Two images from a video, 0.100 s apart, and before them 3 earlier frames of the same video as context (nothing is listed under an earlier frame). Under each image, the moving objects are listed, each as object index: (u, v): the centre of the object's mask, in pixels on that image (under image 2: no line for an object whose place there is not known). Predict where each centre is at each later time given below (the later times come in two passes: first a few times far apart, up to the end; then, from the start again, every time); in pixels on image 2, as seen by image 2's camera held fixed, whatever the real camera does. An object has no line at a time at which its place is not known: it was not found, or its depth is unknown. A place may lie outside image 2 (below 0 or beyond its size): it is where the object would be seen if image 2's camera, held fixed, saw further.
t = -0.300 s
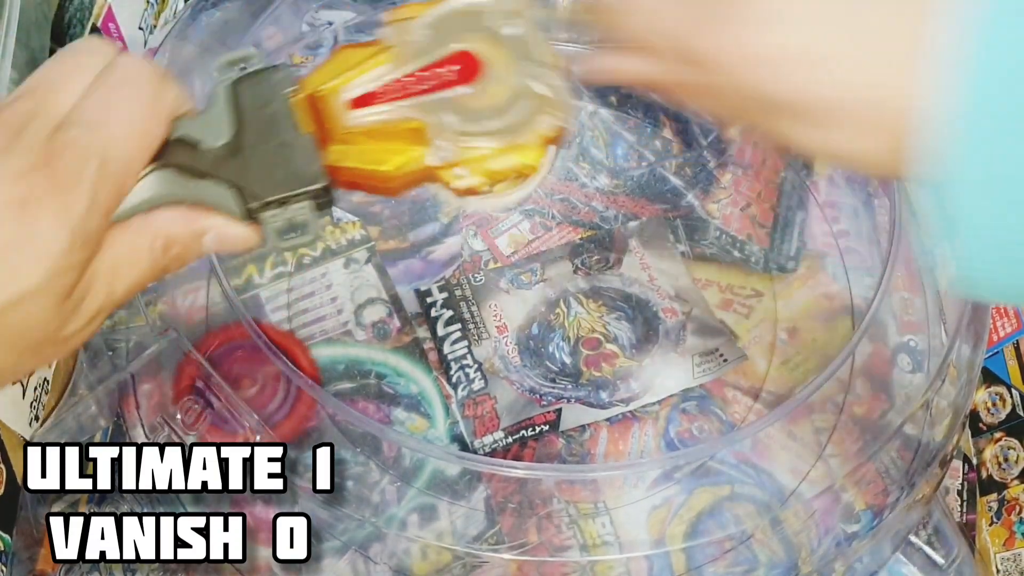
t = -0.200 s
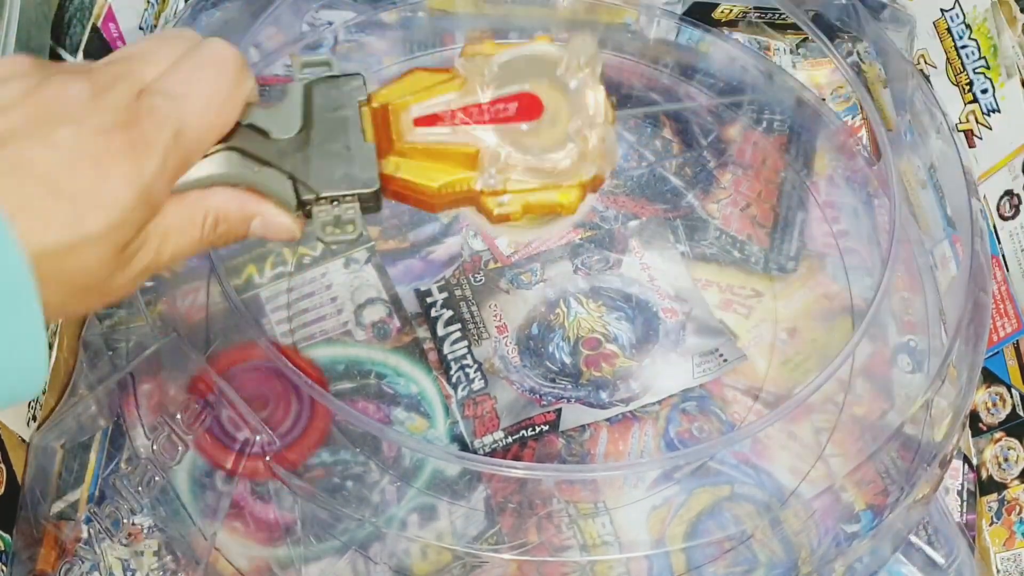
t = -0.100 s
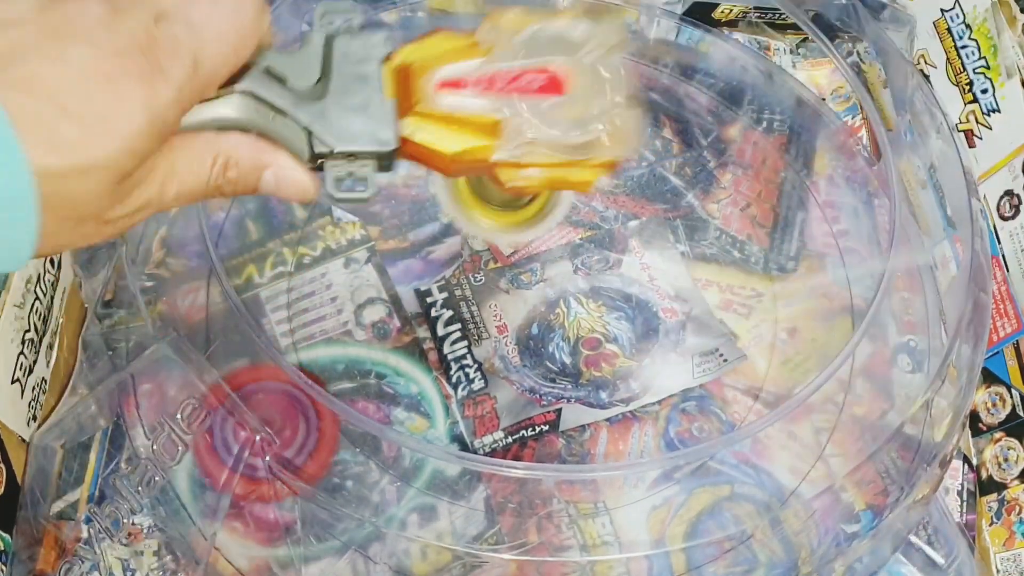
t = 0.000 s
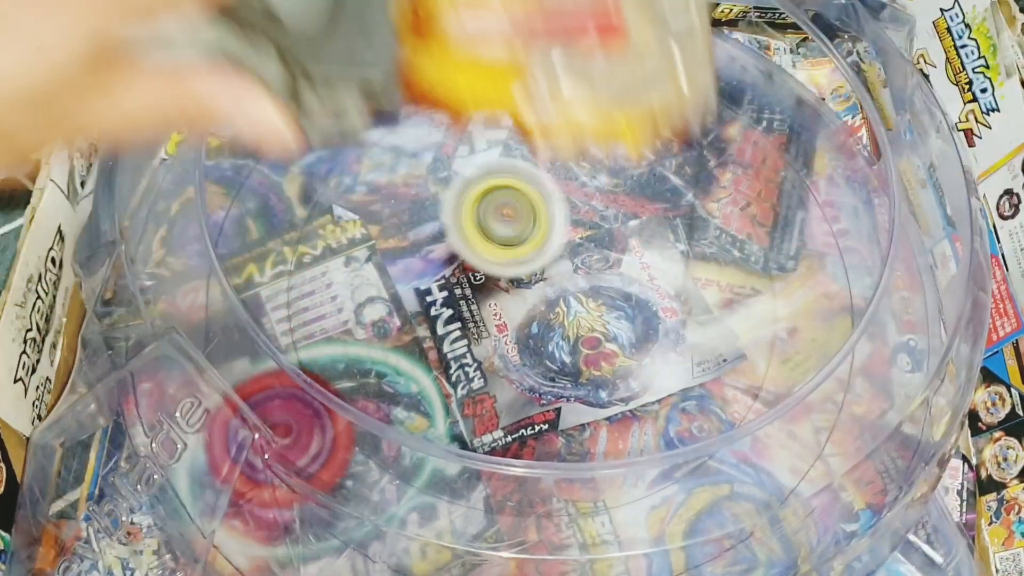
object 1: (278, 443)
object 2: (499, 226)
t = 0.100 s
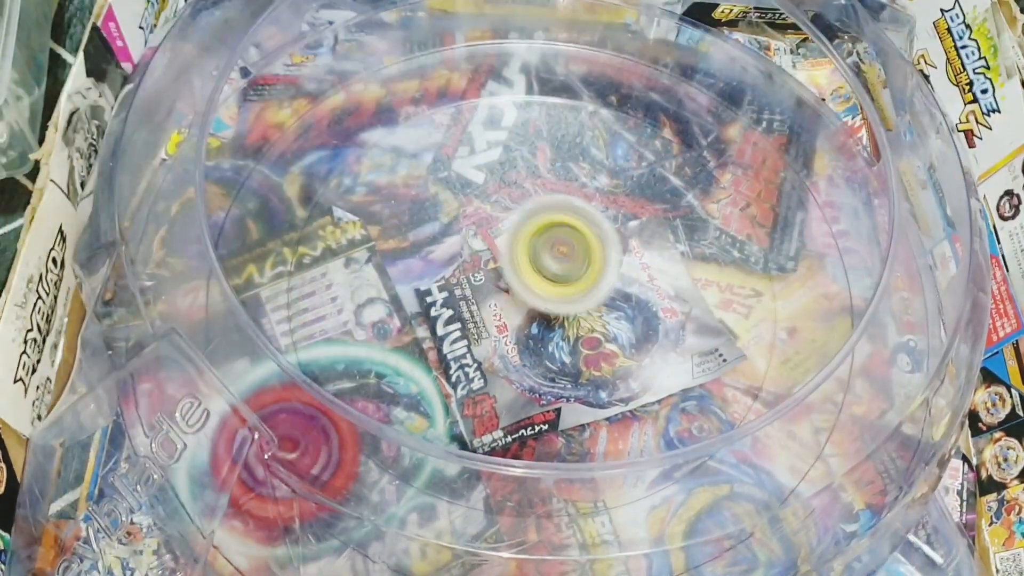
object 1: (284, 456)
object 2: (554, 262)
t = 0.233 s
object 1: (309, 472)
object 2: (618, 282)
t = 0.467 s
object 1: (352, 510)
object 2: (611, 271)
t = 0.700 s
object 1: (413, 525)
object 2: (528, 227)
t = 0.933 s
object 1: (478, 535)
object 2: (559, 262)
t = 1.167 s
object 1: (548, 537)
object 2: (628, 261)
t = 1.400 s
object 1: (623, 536)
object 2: (566, 195)
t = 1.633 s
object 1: (662, 527)
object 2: (494, 330)
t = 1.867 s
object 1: (732, 514)
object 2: (613, 388)
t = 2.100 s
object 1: (773, 483)
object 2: (683, 256)
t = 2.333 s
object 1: (816, 446)
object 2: (563, 129)
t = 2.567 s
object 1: (832, 381)
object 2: (417, 335)
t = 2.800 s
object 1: (841, 336)
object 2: (613, 483)
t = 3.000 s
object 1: (871, 268)
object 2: (694, 366)
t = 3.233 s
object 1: (898, 228)
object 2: (459, 250)
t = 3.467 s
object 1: (893, 255)
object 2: (453, 267)
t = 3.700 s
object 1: (896, 258)
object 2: (618, 353)
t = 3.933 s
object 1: (887, 258)
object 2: (618, 228)
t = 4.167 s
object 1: (868, 254)
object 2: (399, 241)
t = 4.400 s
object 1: (799, 256)
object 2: (496, 388)
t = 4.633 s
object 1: (828, 162)
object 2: (506, 425)
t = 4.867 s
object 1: (690, 87)
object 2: (288, 448)
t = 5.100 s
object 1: (600, 41)
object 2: (296, 400)
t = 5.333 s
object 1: (515, 33)
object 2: (270, 393)
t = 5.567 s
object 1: (460, 44)
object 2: (283, 379)
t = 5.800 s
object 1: (395, 52)
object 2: (264, 352)
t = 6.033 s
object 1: (350, 87)
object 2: (219, 306)
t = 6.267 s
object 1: (303, 118)
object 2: (218, 249)
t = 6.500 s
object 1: (333, 150)
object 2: (230, 232)
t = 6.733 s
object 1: (517, 202)
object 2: (229, 212)
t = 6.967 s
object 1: (643, 372)
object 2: (251, 176)
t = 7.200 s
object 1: (475, 470)
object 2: (275, 139)
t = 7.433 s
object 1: (364, 352)
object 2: (316, 100)
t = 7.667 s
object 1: (451, 198)
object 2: (362, 71)
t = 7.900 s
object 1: (708, 209)
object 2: (416, 56)
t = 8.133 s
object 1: (796, 372)
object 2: (474, 39)
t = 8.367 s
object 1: (784, 421)
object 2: (536, 36)
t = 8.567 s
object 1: (753, 408)
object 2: (589, 43)
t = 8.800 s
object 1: (619, 387)
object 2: (648, 59)
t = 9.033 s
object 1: (473, 283)
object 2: (705, 87)
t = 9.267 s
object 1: (550, 168)
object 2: (751, 123)
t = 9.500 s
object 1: (662, 196)
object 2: (794, 171)
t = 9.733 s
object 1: (630, 315)
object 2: (823, 227)
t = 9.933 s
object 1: (462, 330)
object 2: (834, 279)
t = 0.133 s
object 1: (289, 456)
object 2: (573, 273)
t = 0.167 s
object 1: (295, 459)
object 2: (590, 278)
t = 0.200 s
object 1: (300, 465)
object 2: (605, 280)
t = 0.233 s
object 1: (309, 472)
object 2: (618, 282)
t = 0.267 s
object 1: (310, 480)
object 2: (627, 283)
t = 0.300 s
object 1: (314, 484)
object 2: (631, 283)
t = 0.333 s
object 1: (322, 485)
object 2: (632, 282)
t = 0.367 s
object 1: (330, 489)
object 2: (631, 280)
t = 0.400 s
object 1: (337, 494)
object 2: (627, 278)
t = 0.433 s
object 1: (346, 504)
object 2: (620, 275)
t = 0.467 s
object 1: (352, 510)
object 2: (611, 271)
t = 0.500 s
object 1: (362, 512)
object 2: (600, 267)
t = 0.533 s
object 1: (369, 512)
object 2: (588, 260)
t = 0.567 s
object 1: (377, 516)
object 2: (575, 253)
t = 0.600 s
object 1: (387, 519)
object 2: (562, 246)
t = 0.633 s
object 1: (396, 524)
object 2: (549, 238)
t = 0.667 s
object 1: (405, 525)
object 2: (537, 231)
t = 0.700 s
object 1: (413, 525)
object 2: (528, 227)
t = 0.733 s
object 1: (422, 527)
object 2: (522, 224)
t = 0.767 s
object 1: (432, 529)
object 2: (520, 225)
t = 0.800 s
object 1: (442, 532)
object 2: (521, 231)
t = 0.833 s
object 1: (449, 532)
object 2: (525, 235)
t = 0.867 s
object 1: (457, 532)
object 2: (534, 245)
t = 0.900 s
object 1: (466, 533)
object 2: (546, 254)
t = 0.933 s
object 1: (478, 535)
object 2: (559, 262)
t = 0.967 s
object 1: (485, 535)
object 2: (572, 268)
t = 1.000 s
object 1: (493, 535)
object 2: (586, 272)
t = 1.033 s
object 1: (502, 534)
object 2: (598, 273)
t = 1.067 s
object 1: (513, 535)
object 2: (609, 273)
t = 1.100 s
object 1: (525, 536)
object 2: (619, 271)
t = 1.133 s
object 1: (537, 539)
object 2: (624, 267)
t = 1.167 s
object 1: (548, 537)
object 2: (628, 261)
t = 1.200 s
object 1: (558, 536)
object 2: (627, 252)
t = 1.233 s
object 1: (569, 536)
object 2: (624, 243)
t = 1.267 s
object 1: (582, 538)
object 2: (617, 230)
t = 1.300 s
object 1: (596, 540)
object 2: (608, 219)
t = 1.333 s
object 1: (600, 538)
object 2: (597, 209)
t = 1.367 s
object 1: (610, 536)
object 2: (583, 200)
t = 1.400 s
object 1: (623, 536)
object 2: (566, 195)
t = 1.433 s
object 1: (634, 534)
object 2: (549, 196)
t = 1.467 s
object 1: (642, 534)
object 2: (530, 202)
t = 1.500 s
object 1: (651, 534)
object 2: (513, 219)
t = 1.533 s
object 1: (655, 533)
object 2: (500, 239)
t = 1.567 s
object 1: (658, 530)
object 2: (491, 268)
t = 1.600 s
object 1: (660, 528)
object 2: (488, 299)
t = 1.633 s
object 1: (662, 527)
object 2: (494, 330)
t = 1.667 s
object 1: (669, 524)
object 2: (507, 357)
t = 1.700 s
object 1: (677, 522)
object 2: (522, 375)
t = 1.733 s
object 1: (685, 521)
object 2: (542, 390)
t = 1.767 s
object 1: (697, 519)
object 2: (560, 396)
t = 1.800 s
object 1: (708, 516)
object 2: (580, 398)
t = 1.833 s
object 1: (720, 515)
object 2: (598, 396)
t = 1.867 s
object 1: (732, 514)
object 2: (613, 388)
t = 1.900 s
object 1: (745, 512)
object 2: (632, 380)
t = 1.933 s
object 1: (750, 508)
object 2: (644, 367)
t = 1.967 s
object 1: (753, 502)
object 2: (657, 350)
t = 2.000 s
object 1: (756, 496)
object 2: (669, 328)
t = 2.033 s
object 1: (762, 491)
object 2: (680, 307)
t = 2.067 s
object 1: (768, 487)
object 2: (684, 283)
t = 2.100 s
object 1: (773, 483)
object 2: (683, 256)
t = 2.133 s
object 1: (779, 479)
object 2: (678, 228)
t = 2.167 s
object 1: (786, 473)
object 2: (670, 202)
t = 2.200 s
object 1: (796, 467)
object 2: (659, 178)
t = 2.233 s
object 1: (805, 463)
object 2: (640, 156)
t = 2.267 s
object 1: (810, 456)
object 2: (616, 140)
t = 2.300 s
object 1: (811, 452)
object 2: (590, 131)
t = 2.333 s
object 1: (816, 446)
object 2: (563, 129)
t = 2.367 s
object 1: (812, 431)
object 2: (534, 134)
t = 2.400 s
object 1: (816, 422)
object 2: (503, 149)
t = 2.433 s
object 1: (823, 413)
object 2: (475, 170)
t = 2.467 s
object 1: (830, 405)
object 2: (448, 203)
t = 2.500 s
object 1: (831, 400)
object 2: (427, 242)
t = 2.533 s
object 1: (831, 390)
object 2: (417, 288)
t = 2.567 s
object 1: (832, 381)
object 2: (417, 335)
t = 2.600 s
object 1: (835, 371)
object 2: (425, 377)
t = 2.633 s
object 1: (838, 362)
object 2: (447, 401)
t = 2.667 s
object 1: (840, 354)
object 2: (473, 438)
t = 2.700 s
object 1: (844, 347)
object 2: (509, 460)
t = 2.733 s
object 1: (848, 344)
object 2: (541, 478)
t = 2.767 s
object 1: (844, 341)
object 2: (578, 485)
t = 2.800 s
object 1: (841, 336)
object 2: (613, 483)
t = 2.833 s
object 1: (840, 330)
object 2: (651, 472)
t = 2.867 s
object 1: (837, 323)
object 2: (677, 448)
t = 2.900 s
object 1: (834, 314)
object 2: (696, 425)
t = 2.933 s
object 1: (836, 306)
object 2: (711, 396)
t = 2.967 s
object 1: (838, 297)
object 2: (730, 373)
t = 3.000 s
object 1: (871, 268)
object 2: (694, 366)
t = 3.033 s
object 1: (901, 241)
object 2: (650, 356)
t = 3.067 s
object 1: (903, 224)
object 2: (607, 342)
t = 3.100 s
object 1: (903, 207)
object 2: (572, 328)
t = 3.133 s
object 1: (906, 201)
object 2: (536, 308)
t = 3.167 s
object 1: (902, 210)
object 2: (505, 285)
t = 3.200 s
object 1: (900, 220)
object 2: (478, 266)
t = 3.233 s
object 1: (898, 228)
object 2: (459, 250)
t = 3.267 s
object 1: (897, 234)
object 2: (442, 236)
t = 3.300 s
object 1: (898, 241)
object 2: (434, 229)
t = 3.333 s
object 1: (894, 245)
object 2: (431, 226)
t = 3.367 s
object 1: (893, 248)
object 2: (430, 229)
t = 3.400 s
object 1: (898, 252)
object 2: (434, 236)
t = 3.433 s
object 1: (894, 254)
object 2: (441, 250)
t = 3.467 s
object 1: (893, 255)
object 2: (453, 267)
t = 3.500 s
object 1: (893, 255)
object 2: (469, 287)
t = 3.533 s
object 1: (894, 256)
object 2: (490, 308)
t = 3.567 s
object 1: (895, 256)
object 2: (518, 328)
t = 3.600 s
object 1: (897, 256)
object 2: (545, 344)
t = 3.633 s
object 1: (896, 258)
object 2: (572, 355)
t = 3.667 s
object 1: (896, 257)
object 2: (595, 358)
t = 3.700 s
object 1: (896, 258)
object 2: (618, 353)
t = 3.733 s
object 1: (896, 258)
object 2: (642, 345)
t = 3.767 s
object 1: (896, 258)
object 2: (657, 329)
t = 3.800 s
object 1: (896, 258)
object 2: (663, 312)
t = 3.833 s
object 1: (896, 259)
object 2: (663, 291)
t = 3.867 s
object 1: (895, 260)
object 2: (656, 269)
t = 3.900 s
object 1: (887, 258)
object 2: (640, 249)
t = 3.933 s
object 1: (887, 258)
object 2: (618, 228)
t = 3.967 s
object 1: (886, 260)
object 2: (589, 214)
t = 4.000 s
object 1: (886, 260)
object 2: (555, 202)
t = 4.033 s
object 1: (883, 260)
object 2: (518, 197)
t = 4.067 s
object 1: (880, 259)
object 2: (478, 201)
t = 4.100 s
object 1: (876, 258)
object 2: (443, 210)
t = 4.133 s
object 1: (872, 256)
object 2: (418, 224)
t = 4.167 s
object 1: (868, 254)
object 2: (399, 241)
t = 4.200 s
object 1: (863, 251)
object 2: (391, 262)
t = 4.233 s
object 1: (858, 248)
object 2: (392, 288)
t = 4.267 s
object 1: (843, 247)
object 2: (398, 311)
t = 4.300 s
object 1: (834, 252)
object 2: (411, 334)
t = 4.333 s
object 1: (825, 255)
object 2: (433, 356)
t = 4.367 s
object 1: (812, 257)
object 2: (461, 374)
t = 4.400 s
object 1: (799, 256)
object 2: (496, 388)
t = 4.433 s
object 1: (787, 254)
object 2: (529, 396)
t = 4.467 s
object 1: (775, 254)
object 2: (564, 396)
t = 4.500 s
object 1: (758, 259)
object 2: (599, 390)
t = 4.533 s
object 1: (741, 266)
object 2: (631, 376)
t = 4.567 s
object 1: (747, 254)
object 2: (619, 386)
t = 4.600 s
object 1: (792, 203)
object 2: (556, 415)
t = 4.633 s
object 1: (828, 162)
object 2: (506, 425)
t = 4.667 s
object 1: (851, 132)
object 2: (446, 444)
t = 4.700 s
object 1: (820, 123)
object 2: (399, 461)
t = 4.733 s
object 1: (789, 114)
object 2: (359, 465)
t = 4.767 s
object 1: (763, 105)
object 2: (337, 458)
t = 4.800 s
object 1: (735, 99)
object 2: (308, 467)
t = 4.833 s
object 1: (711, 92)
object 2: (288, 465)
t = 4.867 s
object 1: (690, 87)
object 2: (288, 448)
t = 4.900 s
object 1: (671, 80)
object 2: (288, 435)
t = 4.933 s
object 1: (654, 71)
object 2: (290, 428)
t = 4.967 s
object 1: (641, 61)
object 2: (293, 424)
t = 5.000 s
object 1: (628, 50)
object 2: (290, 416)
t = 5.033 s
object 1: (617, 42)
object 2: (296, 406)
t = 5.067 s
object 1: (608, 39)
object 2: (296, 402)
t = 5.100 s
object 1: (600, 41)
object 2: (296, 400)
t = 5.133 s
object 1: (592, 43)
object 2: (295, 398)
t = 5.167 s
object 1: (581, 43)
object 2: (293, 397)
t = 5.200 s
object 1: (569, 42)
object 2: (291, 396)
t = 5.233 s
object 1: (556, 41)
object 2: (287, 395)
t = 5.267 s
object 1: (541, 38)
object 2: (277, 399)
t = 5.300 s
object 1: (527, 36)
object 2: (274, 396)
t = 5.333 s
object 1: (515, 33)
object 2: (270, 393)
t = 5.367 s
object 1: (507, 33)
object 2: (253, 399)
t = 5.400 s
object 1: (502, 36)
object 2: (256, 397)
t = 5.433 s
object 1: (497, 38)
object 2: (267, 391)
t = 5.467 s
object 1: (491, 40)
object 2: (268, 390)
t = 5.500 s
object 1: (482, 41)
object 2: (277, 383)
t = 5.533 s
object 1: (472, 43)
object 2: (280, 379)
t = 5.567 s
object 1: (460, 44)
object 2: (283, 379)
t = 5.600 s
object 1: (449, 45)
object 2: (284, 378)
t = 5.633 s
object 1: (438, 47)
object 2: (284, 373)
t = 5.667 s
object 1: (425, 47)
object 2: (283, 370)
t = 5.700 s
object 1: (413, 47)
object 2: (280, 368)
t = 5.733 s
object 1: (402, 47)
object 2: (274, 363)
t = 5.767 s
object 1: (396, 48)
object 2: (271, 359)
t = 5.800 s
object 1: (395, 52)
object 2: (264, 352)
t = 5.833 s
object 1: (392, 56)
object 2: (256, 346)
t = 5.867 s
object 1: (387, 61)
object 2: (250, 341)
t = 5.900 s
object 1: (382, 66)
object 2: (245, 335)
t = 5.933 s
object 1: (375, 71)
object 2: (237, 328)
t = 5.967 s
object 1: (367, 76)
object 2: (230, 320)
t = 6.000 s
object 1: (358, 81)
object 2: (224, 312)
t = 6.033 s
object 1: (350, 87)
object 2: (219, 306)
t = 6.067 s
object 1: (342, 91)
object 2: (221, 298)
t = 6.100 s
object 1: (334, 95)
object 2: (222, 293)
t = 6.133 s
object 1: (327, 100)
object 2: (221, 287)
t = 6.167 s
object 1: (320, 104)
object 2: (222, 276)
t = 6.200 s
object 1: (314, 109)
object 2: (222, 266)
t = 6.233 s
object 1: (308, 114)
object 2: (219, 258)
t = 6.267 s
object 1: (303, 118)
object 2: (218, 249)
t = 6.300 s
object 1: (298, 123)
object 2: (219, 241)
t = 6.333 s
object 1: (294, 128)
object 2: (223, 233)
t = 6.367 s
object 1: (294, 132)
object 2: (221, 228)
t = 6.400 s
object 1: (303, 135)
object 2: (220, 228)
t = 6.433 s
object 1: (312, 139)
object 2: (225, 231)
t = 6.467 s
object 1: (321, 144)
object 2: (231, 231)
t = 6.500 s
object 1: (333, 150)
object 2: (230, 232)
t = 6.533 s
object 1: (351, 155)
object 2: (229, 232)
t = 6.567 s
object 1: (373, 162)
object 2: (228, 231)
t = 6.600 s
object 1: (397, 168)
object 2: (227, 229)
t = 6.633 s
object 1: (425, 175)
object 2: (227, 225)
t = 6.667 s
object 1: (455, 182)
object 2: (227, 221)
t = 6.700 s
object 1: (484, 189)
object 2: (227, 216)
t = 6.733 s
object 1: (517, 202)
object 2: (229, 212)
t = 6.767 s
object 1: (549, 213)
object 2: (231, 208)
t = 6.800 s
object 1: (579, 230)
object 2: (233, 203)
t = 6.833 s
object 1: (606, 251)
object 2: (245, 199)
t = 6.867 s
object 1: (627, 277)
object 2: (246, 193)
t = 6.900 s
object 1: (641, 308)
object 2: (248, 187)
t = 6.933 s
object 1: (645, 340)
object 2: (248, 181)
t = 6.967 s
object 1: (643, 372)
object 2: (251, 176)
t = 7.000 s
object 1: (630, 402)
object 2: (253, 171)
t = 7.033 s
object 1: (609, 418)
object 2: (256, 166)
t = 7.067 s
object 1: (586, 427)
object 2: (260, 162)
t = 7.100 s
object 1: (559, 459)
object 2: (262, 156)
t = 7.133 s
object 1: (529, 463)
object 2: (266, 150)
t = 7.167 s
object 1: (501, 472)
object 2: (270, 145)
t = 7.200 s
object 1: (475, 470)
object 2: (275, 139)
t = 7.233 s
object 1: (447, 461)
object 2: (280, 133)
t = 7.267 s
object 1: (424, 447)
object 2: (287, 128)
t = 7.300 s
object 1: (404, 430)
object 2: (291, 122)
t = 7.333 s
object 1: (389, 412)
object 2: (296, 117)
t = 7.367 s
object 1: (378, 393)
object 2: (303, 112)
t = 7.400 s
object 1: (373, 368)
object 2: (308, 106)
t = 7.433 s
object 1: (364, 352)
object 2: (316, 100)
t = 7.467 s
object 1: (362, 331)
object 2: (322, 95)
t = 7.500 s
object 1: (367, 304)
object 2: (329, 90)
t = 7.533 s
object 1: (375, 280)
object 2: (337, 86)
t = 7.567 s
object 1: (387, 257)
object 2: (343, 82)
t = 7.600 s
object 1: (404, 235)
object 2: (349, 78)
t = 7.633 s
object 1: (425, 215)
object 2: (355, 74)
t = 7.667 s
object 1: (451, 198)
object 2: (362, 71)
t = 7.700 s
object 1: (483, 184)
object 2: (369, 70)
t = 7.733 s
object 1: (521, 174)
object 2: (376, 66)
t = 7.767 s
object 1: (559, 171)
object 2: (383, 65)
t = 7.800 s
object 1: (599, 174)
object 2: (390, 62)
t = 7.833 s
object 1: (640, 180)
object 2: (400, 61)
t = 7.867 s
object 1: (673, 192)
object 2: (409, 59)
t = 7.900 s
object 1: (708, 209)
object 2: (416, 56)
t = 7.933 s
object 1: (736, 229)
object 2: (423, 55)
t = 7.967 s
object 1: (759, 253)
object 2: (431, 51)
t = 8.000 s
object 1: (777, 280)
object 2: (440, 49)
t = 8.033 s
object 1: (788, 309)
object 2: (448, 46)
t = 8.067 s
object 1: (789, 332)
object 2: (457, 44)
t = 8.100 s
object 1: (785, 349)
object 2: (466, 42)
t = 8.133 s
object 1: (796, 372)
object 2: (474, 39)
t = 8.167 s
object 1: (795, 386)
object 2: (482, 37)
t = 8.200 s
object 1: (794, 396)
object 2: (491, 35)
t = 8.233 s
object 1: (795, 407)
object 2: (501, 35)
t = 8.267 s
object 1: (793, 411)
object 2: (511, 35)
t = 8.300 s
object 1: (790, 417)
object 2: (518, 35)
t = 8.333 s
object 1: (788, 420)
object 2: (527, 36)
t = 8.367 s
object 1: (784, 421)
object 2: (536, 36)
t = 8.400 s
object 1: (780, 421)
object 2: (543, 36)
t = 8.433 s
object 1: (776, 421)
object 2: (552, 38)
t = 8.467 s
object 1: (771, 419)
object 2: (560, 38)
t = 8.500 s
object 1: (765, 416)
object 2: (570, 39)
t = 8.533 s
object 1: (760, 413)
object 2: (580, 41)
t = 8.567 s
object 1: (753, 408)
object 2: (589, 43)
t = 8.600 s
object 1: (746, 404)
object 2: (598, 44)
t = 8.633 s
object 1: (734, 401)
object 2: (608, 45)
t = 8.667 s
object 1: (714, 393)
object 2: (615, 48)
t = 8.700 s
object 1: (695, 393)
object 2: (624, 50)
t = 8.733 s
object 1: (672, 395)
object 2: (633, 52)
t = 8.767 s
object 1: (646, 392)
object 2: (641, 56)
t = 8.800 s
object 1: (619, 387)
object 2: (648, 59)
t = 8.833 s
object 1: (590, 380)
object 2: (656, 63)
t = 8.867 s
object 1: (564, 370)
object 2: (664, 67)
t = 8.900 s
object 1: (541, 359)
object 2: (672, 70)
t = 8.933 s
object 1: (517, 343)
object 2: (680, 74)
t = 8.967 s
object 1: (497, 326)
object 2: (689, 78)
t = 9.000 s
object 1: (483, 304)
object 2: (697, 83)
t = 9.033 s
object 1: (473, 283)
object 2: (705, 87)
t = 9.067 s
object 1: (470, 261)
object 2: (713, 92)
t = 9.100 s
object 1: (473, 240)
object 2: (718, 96)
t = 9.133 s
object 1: (482, 221)
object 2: (725, 102)
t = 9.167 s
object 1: (497, 203)
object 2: (734, 106)
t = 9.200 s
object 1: (513, 187)
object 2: (738, 111)
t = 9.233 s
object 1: (532, 176)
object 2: (745, 117)
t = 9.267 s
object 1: (550, 168)
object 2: (751, 123)
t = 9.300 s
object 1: (570, 164)
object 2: (757, 129)
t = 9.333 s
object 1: (590, 164)
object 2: (763, 136)
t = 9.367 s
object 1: (608, 165)
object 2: (770, 143)
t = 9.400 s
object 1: (625, 169)
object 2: (776, 149)
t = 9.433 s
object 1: (640, 176)
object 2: (782, 157)
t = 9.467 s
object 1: (652, 185)
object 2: (788, 163)
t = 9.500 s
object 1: (662, 196)
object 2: (794, 171)
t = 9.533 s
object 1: (668, 209)
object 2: (800, 178)
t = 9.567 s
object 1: (671, 224)
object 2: (804, 185)
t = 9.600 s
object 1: (671, 241)
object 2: (809, 193)
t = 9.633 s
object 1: (668, 259)
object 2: (813, 201)
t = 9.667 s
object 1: (660, 277)
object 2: (816, 210)
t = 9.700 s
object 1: (648, 296)
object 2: (820, 218)
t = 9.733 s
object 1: (630, 315)
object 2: (823, 227)
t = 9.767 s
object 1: (606, 332)
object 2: (826, 236)
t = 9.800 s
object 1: (581, 344)
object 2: (829, 245)
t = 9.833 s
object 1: (550, 352)
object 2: (832, 254)
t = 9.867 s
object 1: (520, 351)
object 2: (835, 262)
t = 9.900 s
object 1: (489, 343)
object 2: (835, 271)
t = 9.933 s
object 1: (462, 330)
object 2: (834, 279)
